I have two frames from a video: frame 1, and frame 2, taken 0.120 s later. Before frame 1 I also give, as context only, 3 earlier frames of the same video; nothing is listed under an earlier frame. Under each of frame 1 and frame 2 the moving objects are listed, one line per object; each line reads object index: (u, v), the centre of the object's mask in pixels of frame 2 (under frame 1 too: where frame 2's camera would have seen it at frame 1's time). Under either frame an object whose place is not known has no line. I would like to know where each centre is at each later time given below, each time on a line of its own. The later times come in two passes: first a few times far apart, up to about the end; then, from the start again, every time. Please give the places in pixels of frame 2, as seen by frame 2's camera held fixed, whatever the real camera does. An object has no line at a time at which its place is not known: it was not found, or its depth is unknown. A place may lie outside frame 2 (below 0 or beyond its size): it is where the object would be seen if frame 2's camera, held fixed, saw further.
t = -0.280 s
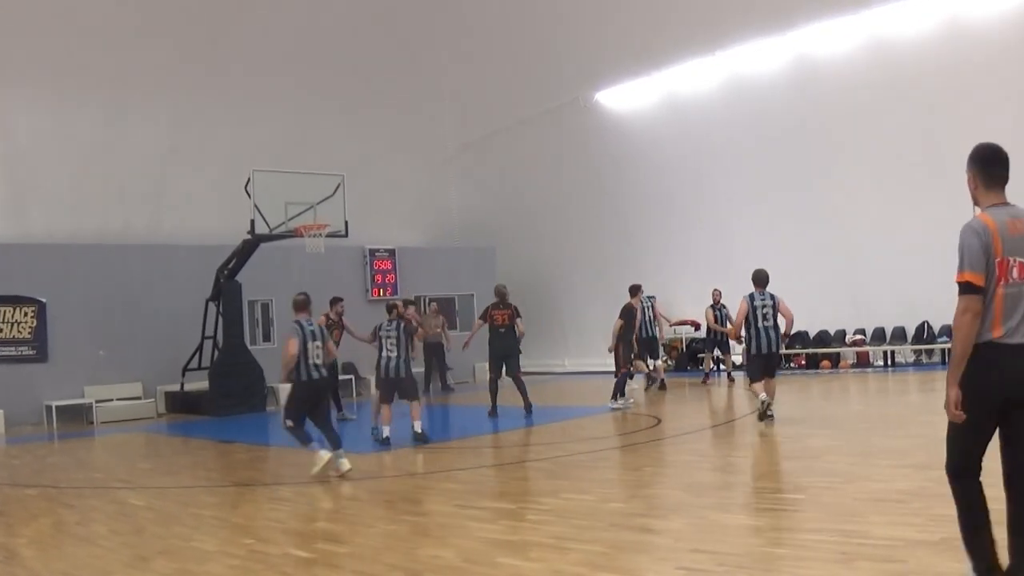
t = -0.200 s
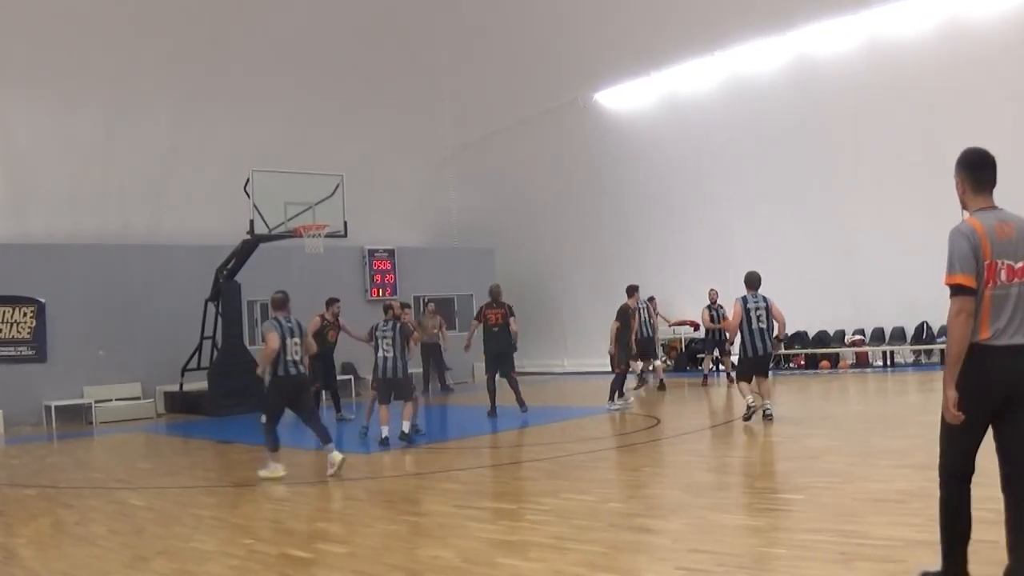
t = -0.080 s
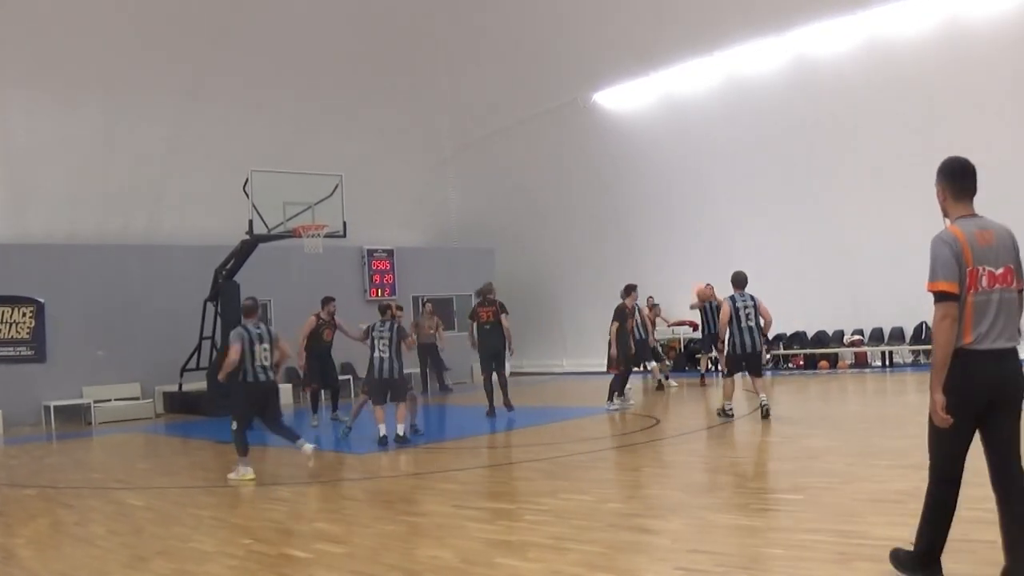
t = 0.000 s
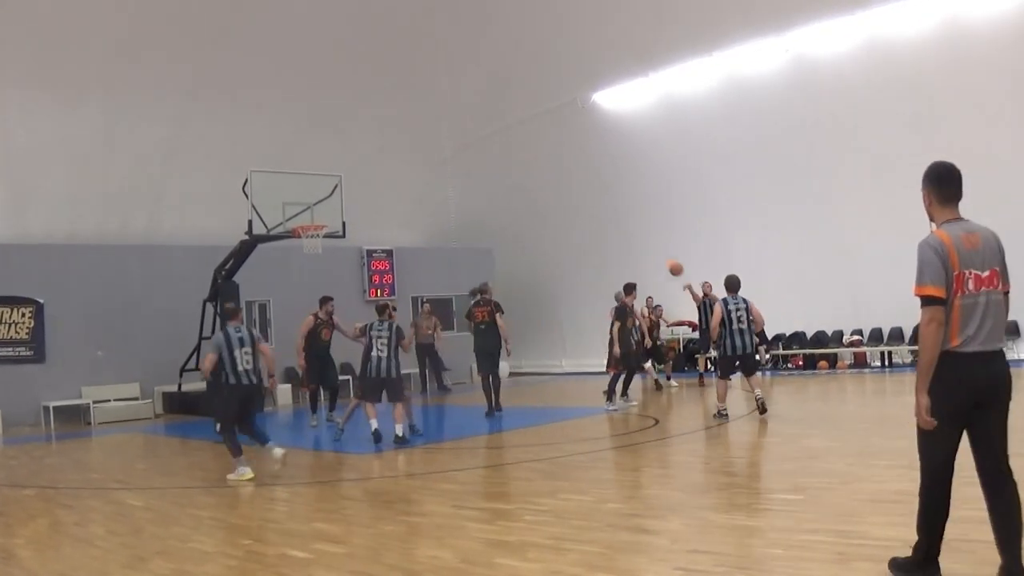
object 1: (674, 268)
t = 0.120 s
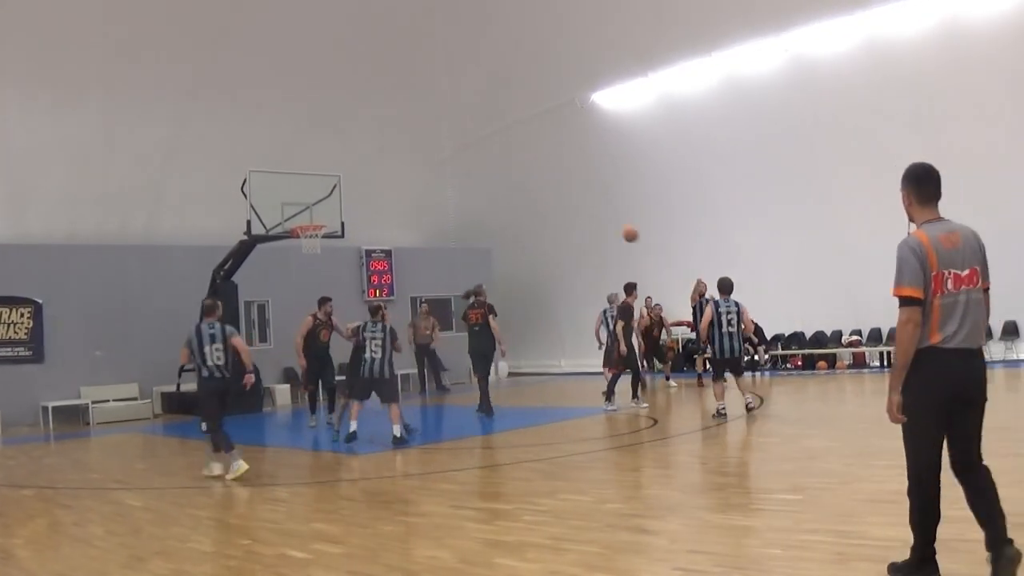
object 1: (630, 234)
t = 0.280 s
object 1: (565, 196)
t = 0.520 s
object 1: (454, 164)
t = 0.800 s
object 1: (301, 172)
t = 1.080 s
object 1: (115, 252)
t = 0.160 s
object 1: (614, 224)
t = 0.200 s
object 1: (598, 214)
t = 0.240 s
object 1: (582, 205)
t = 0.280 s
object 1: (565, 196)
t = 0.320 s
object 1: (547, 189)
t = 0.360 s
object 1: (531, 182)
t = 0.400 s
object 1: (512, 176)
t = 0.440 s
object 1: (492, 171)
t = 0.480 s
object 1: (474, 167)
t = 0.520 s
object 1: (454, 164)
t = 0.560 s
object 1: (434, 162)
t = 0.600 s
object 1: (414, 161)
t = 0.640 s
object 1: (392, 161)
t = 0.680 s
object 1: (371, 162)
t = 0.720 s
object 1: (348, 163)
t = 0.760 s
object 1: (325, 167)
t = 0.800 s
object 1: (301, 172)
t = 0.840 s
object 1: (277, 179)
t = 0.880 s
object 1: (249, 187)
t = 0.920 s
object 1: (225, 196)
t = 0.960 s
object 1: (199, 207)
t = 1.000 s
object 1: (171, 220)
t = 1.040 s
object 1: (143, 235)
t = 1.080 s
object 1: (115, 252)
